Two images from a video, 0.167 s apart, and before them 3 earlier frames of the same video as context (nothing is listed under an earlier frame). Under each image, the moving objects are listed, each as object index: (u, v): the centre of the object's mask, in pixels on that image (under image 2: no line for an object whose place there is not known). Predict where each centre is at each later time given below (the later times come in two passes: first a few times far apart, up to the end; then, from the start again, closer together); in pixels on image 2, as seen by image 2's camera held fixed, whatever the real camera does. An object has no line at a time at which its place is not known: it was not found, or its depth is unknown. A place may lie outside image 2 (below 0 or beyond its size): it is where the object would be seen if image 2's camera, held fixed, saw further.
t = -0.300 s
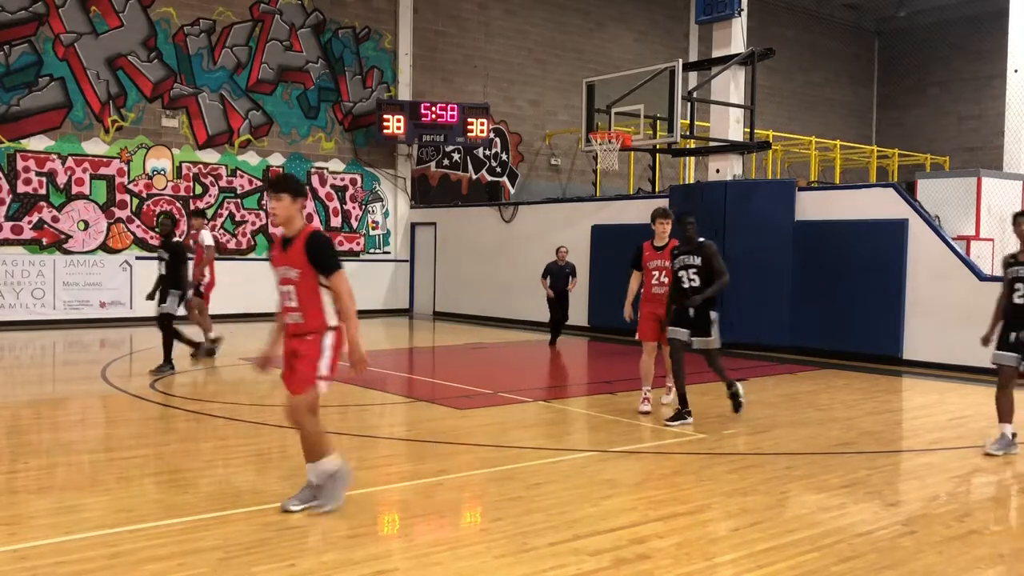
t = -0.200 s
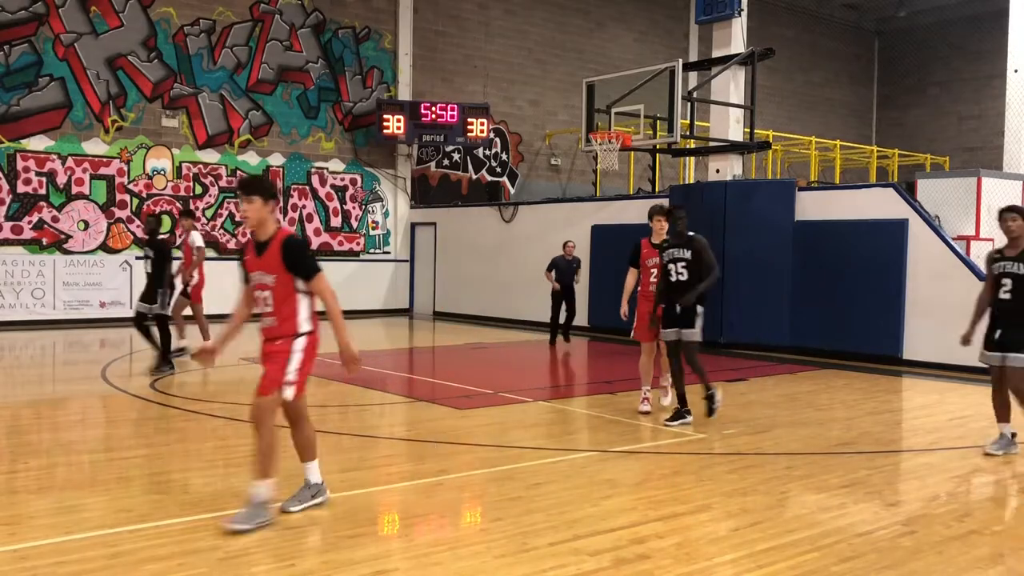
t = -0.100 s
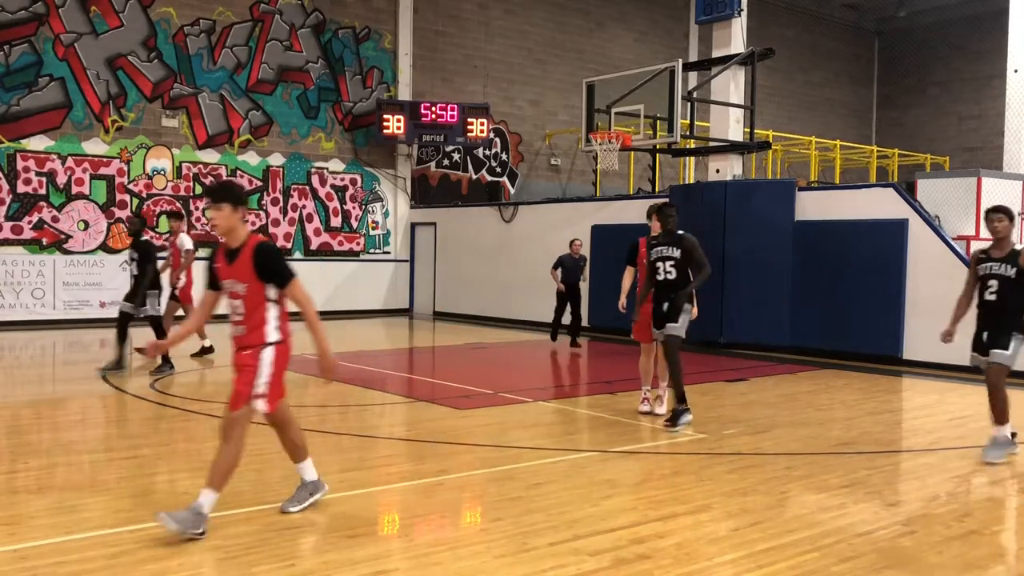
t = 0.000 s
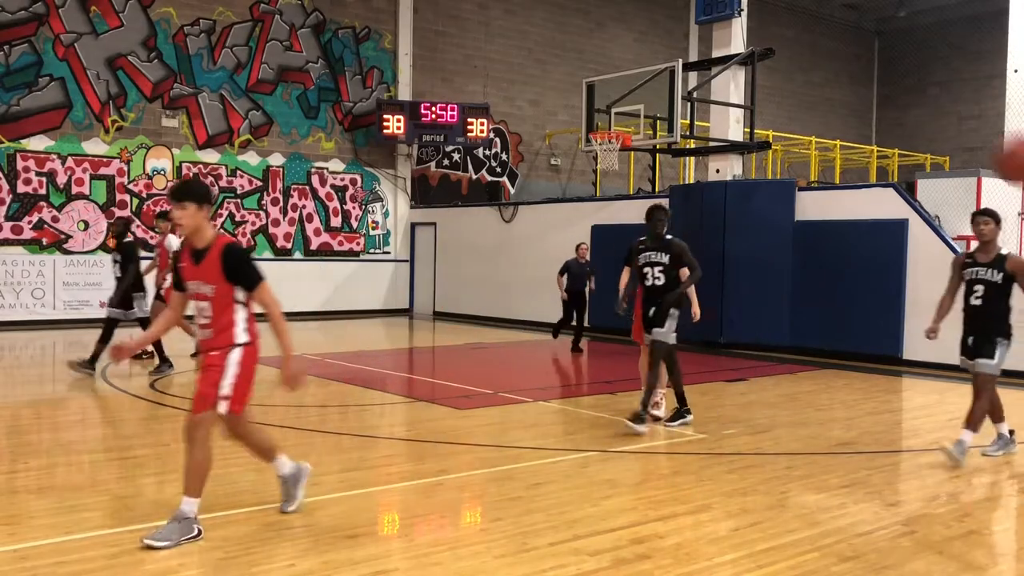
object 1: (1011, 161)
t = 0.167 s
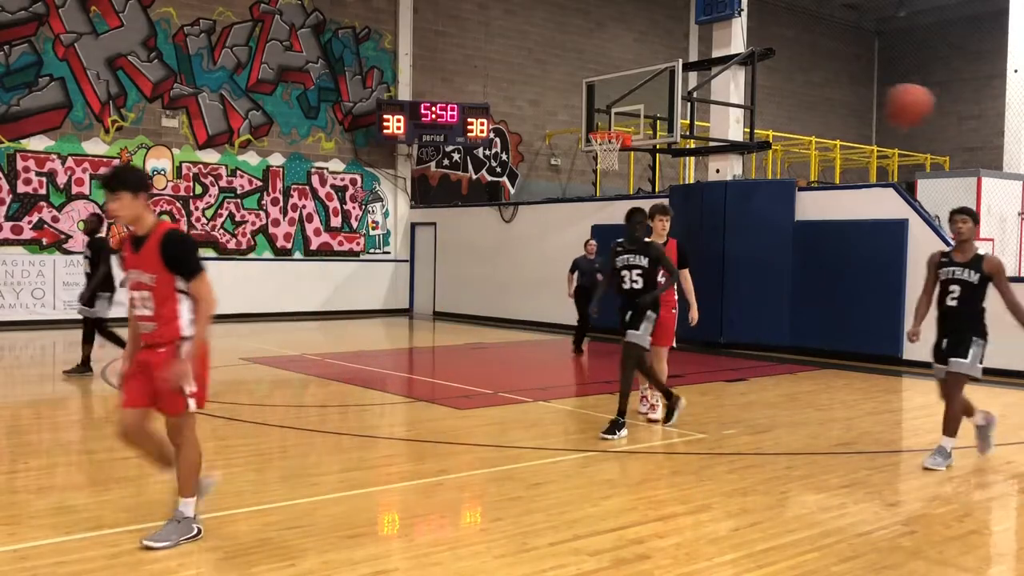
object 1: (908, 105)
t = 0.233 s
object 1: (875, 100)
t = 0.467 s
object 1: (784, 135)
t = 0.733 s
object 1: (716, 233)
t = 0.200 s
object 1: (891, 102)
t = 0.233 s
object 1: (875, 100)
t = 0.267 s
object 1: (859, 101)
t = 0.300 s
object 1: (844, 103)
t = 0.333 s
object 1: (830, 108)
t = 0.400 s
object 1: (805, 118)
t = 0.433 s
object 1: (794, 126)
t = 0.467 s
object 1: (784, 135)
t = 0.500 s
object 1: (773, 147)
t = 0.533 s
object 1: (764, 157)
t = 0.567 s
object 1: (754, 168)
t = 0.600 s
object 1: (746, 182)
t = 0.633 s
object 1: (738, 192)
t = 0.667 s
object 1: (731, 204)
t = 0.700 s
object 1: (724, 218)
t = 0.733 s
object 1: (716, 233)
